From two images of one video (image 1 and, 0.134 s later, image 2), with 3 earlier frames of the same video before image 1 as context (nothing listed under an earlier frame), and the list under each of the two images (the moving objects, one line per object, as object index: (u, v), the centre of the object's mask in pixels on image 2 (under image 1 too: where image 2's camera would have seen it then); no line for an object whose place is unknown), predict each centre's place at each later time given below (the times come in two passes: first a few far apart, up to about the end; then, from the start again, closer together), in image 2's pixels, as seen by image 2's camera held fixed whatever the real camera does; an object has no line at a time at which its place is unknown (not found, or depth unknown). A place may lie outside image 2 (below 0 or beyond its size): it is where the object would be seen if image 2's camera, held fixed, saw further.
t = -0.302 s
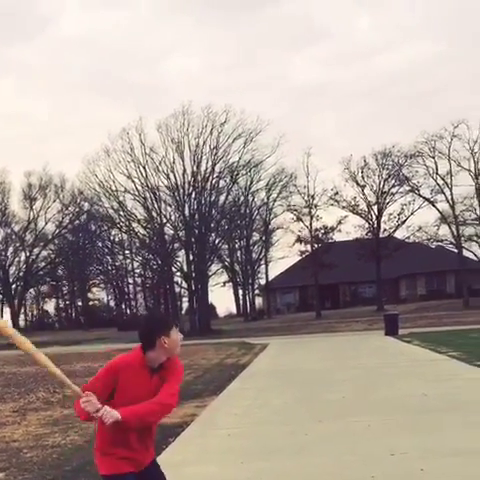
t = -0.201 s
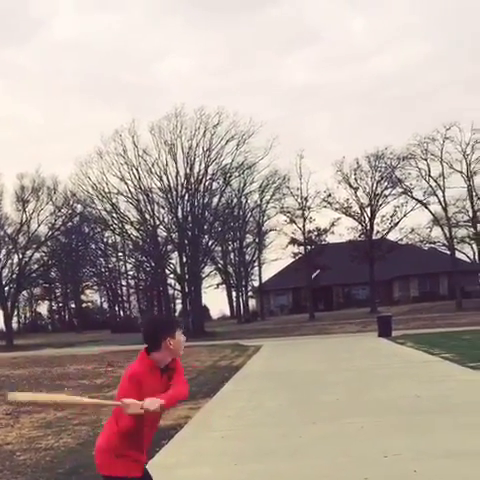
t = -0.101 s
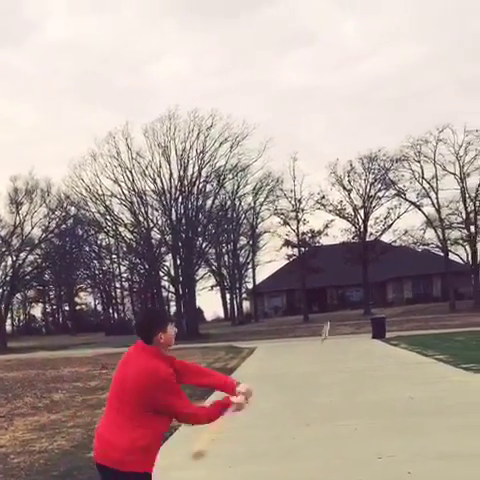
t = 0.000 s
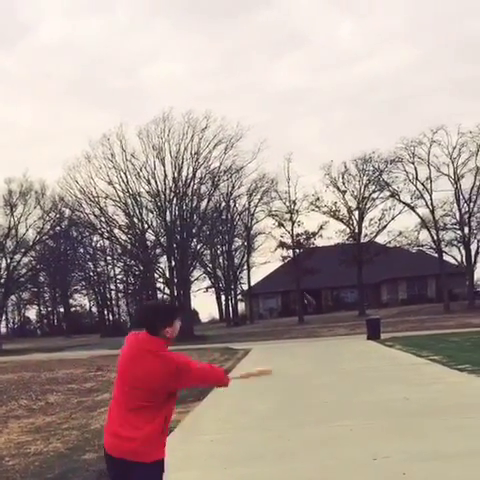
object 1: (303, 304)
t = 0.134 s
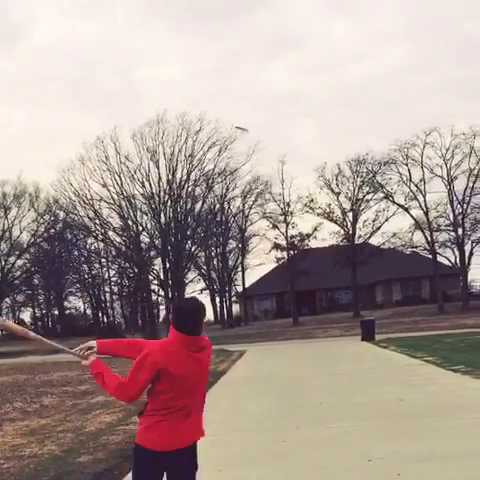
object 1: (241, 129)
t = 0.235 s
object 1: (217, 76)
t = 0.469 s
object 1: (178, 24)
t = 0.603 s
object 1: (161, 22)
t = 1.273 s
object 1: (113, 127)
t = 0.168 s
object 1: (233, 109)
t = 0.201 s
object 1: (225, 91)
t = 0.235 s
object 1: (217, 76)
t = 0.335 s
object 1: (199, 45)
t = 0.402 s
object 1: (188, 32)
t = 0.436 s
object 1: (183, 28)
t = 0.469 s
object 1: (178, 24)
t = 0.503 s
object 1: (173, 23)
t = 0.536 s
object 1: (170, 21)
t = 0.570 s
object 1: (166, 21)
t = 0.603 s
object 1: (161, 22)
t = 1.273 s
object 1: (113, 127)
